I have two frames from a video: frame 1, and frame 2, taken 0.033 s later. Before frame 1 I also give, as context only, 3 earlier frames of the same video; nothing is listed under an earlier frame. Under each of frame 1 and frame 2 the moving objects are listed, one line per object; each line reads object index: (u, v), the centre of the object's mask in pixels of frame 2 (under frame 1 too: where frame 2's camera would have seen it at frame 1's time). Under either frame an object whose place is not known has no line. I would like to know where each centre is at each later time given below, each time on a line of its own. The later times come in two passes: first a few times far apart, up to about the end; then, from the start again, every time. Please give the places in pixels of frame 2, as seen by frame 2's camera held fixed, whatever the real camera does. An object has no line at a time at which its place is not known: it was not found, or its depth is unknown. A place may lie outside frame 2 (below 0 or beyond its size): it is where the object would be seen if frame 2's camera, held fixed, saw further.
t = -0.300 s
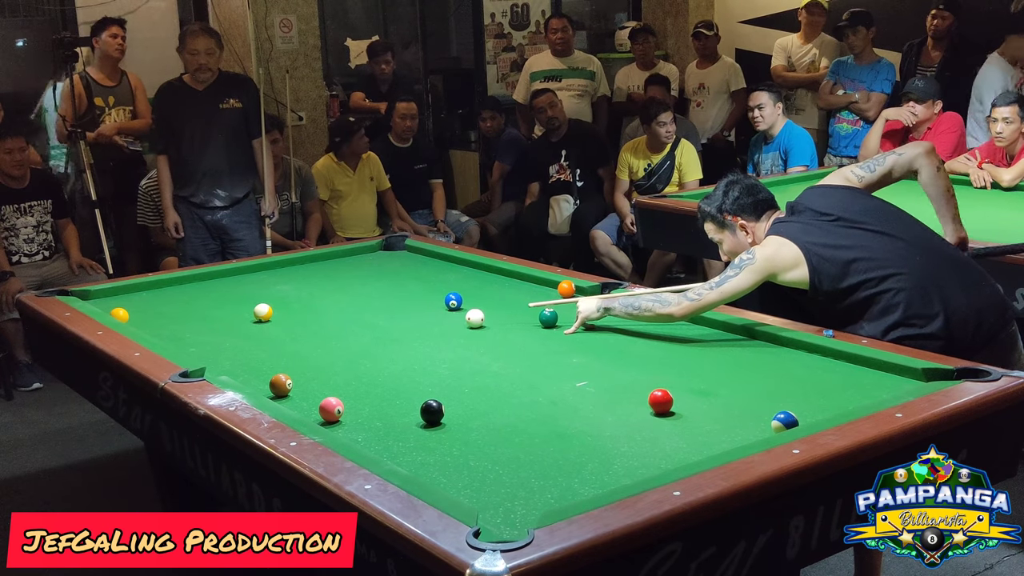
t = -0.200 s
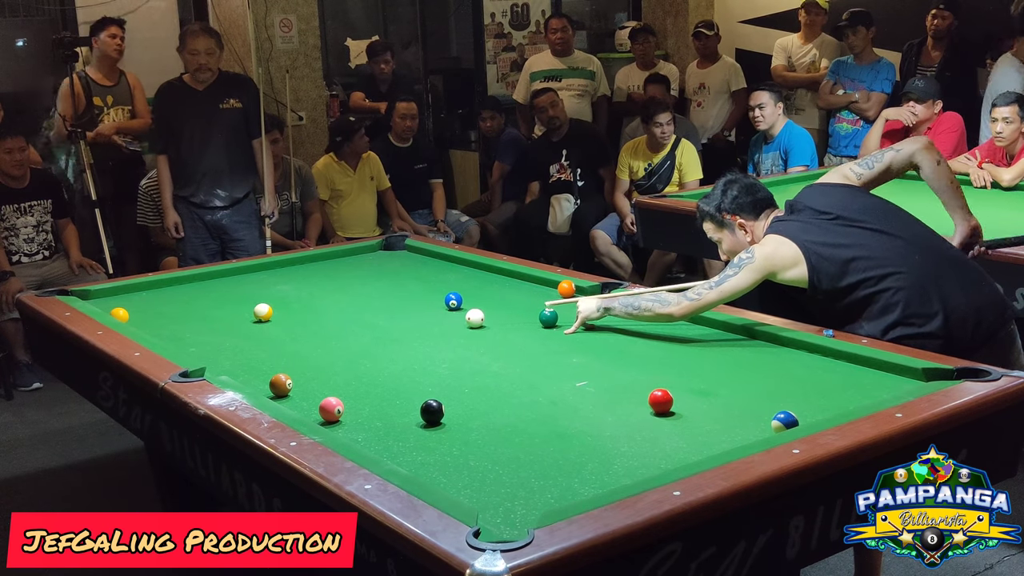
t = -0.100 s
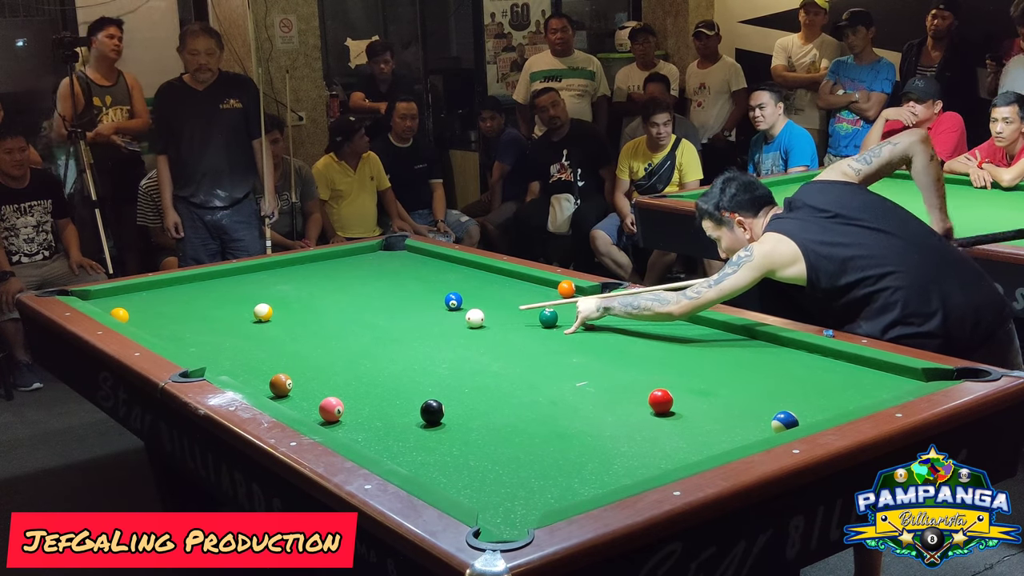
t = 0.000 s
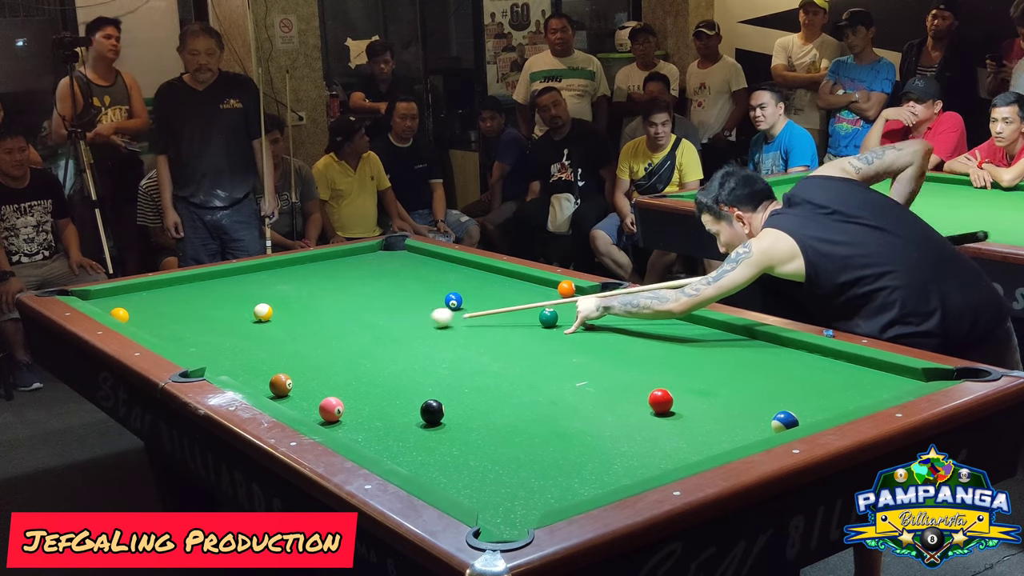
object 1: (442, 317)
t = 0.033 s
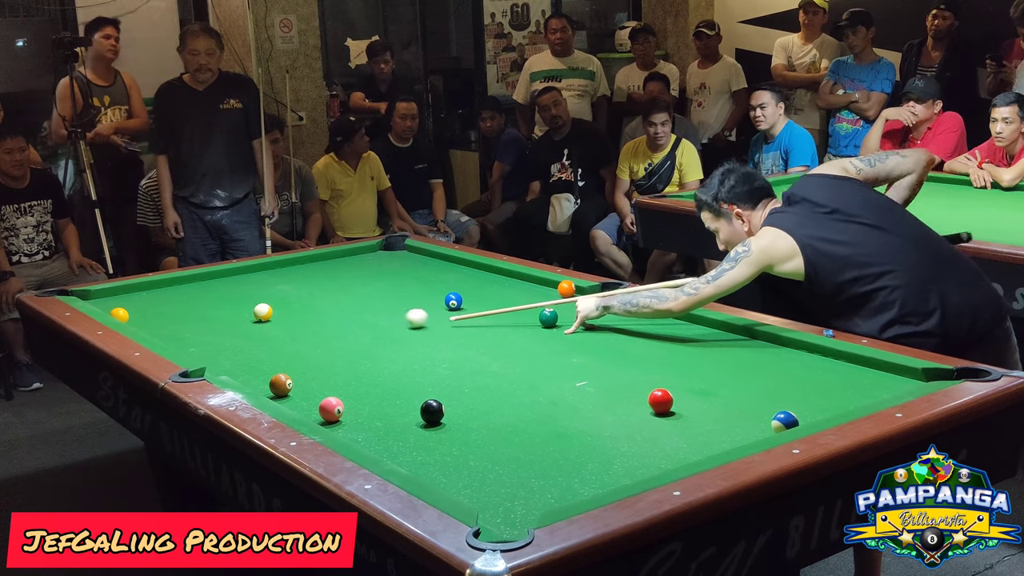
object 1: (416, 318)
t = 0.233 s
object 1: (281, 320)
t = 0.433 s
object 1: (145, 320)
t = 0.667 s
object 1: (166, 307)
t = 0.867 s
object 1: (196, 296)
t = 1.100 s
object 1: (233, 283)
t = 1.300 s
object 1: (259, 273)
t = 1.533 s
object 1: (287, 263)
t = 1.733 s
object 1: (315, 259)
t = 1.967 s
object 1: (353, 256)
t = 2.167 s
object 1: (386, 253)
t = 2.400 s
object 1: (413, 251)
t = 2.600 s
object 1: (409, 255)
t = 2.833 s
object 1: (404, 260)
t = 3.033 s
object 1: (399, 264)
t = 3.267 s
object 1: (395, 269)
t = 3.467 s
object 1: (390, 273)
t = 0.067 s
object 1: (392, 319)
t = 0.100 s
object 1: (368, 319)
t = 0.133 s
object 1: (345, 319)
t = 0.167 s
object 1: (323, 319)
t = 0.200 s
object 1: (302, 320)
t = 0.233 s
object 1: (281, 320)
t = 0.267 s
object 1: (259, 320)
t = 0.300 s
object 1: (238, 320)
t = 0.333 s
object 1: (217, 320)
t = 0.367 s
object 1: (186, 320)
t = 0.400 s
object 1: (166, 320)
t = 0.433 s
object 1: (145, 320)
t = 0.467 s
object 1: (127, 318)
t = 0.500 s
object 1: (132, 318)
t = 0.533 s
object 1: (140, 316)
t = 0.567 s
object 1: (148, 314)
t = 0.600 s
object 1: (154, 312)
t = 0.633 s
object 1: (160, 310)
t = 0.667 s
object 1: (166, 307)
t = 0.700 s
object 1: (171, 305)
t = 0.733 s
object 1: (177, 303)
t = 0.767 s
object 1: (180, 302)
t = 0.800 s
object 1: (185, 300)
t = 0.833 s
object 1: (191, 298)
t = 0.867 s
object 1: (196, 296)
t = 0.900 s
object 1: (203, 294)
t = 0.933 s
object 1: (208, 292)
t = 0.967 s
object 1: (213, 290)
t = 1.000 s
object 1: (218, 288)
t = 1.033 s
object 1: (224, 286)
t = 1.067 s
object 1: (228, 284)
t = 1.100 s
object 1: (233, 283)
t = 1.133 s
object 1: (237, 281)
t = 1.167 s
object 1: (242, 279)
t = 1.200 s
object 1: (246, 278)
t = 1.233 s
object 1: (250, 276)
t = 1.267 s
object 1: (255, 275)
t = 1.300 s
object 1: (259, 273)
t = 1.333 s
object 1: (263, 272)
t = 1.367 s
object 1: (267, 270)
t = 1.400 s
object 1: (271, 269)
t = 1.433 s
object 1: (275, 267)
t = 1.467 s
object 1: (279, 266)
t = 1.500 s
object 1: (283, 264)
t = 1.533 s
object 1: (287, 263)
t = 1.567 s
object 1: (290, 262)
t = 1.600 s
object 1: (293, 261)
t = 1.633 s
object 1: (298, 261)
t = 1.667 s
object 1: (304, 260)
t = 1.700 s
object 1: (310, 259)
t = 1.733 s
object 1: (315, 259)
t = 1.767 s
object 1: (321, 258)
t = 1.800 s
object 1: (326, 258)
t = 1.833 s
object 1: (332, 258)
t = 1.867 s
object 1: (337, 257)
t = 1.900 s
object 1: (342, 257)
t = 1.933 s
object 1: (347, 256)
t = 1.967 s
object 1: (353, 256)
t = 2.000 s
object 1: (358, 255)
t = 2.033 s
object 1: (366, 254)
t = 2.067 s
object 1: (371, 254)
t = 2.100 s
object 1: (376, 254)
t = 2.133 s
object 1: (381, 253)
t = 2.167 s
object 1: (386, 253)
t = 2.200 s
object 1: (391, 252)
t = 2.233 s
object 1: (395, 252)
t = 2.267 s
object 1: (400, 251)
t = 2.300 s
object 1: (405, 251)
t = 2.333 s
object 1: (410, 251)
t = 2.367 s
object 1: (414, 250)
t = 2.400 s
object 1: (413, 251)
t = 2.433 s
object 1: (412, 252)
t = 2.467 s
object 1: (411, 252)
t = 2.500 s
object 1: (411, 253)
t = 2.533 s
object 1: (410, 254)
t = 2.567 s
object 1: (409, 255)
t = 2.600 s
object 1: (409, 255)
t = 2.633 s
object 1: (408, 256)
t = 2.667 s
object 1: (407, 257)
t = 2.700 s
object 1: (407, 257)
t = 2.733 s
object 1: (406, 258)
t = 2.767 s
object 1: (405, 259)
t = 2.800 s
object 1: (405, 259)
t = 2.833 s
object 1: (404, 260)
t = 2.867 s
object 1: (403, 261)
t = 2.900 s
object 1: (403, 261)
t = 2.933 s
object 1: (402, 262)
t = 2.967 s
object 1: (401, 263)
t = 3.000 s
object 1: (400, 264)
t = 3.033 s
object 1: (399, 264)
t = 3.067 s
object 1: (399, 265)
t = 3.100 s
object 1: (398, 265)
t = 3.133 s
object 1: (397, 266)
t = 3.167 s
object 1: (397, 267)
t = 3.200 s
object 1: (396, 267)
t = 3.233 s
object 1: (395, 268)
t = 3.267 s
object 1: (395, 269)
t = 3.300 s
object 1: (394, 269)
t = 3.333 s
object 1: (393, 270)
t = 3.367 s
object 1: (393, 271)
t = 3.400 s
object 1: (392, 271)
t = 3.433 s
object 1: (391, 272)
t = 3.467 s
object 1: (390, 273)
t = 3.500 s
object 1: (390, 273)
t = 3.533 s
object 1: (389, 274)
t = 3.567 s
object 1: (388, 274)
